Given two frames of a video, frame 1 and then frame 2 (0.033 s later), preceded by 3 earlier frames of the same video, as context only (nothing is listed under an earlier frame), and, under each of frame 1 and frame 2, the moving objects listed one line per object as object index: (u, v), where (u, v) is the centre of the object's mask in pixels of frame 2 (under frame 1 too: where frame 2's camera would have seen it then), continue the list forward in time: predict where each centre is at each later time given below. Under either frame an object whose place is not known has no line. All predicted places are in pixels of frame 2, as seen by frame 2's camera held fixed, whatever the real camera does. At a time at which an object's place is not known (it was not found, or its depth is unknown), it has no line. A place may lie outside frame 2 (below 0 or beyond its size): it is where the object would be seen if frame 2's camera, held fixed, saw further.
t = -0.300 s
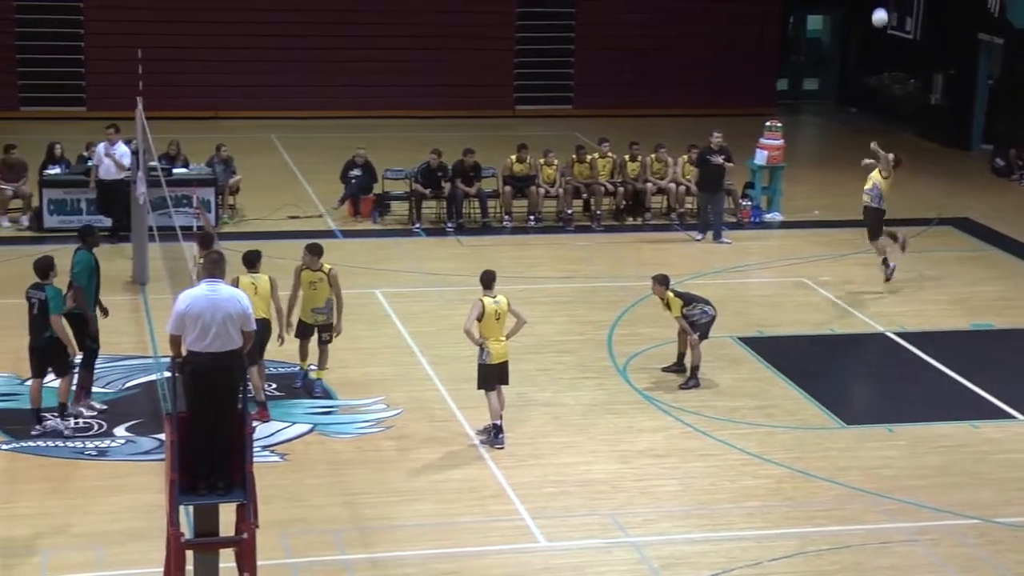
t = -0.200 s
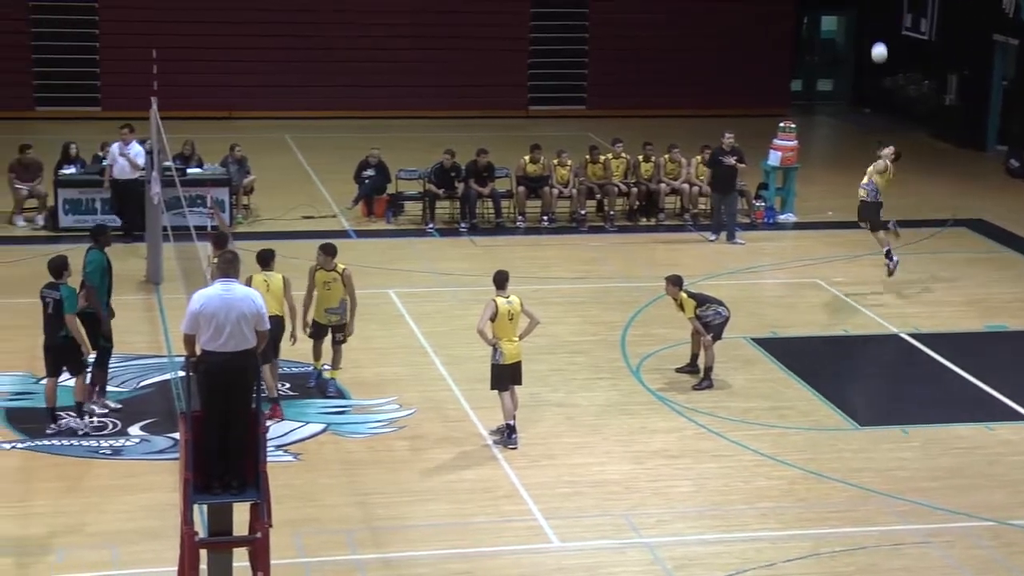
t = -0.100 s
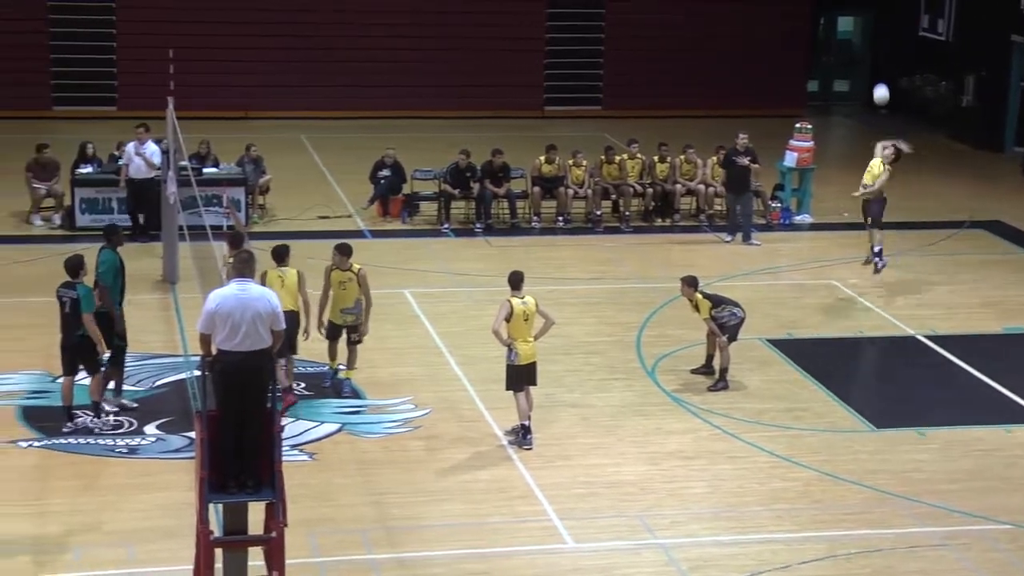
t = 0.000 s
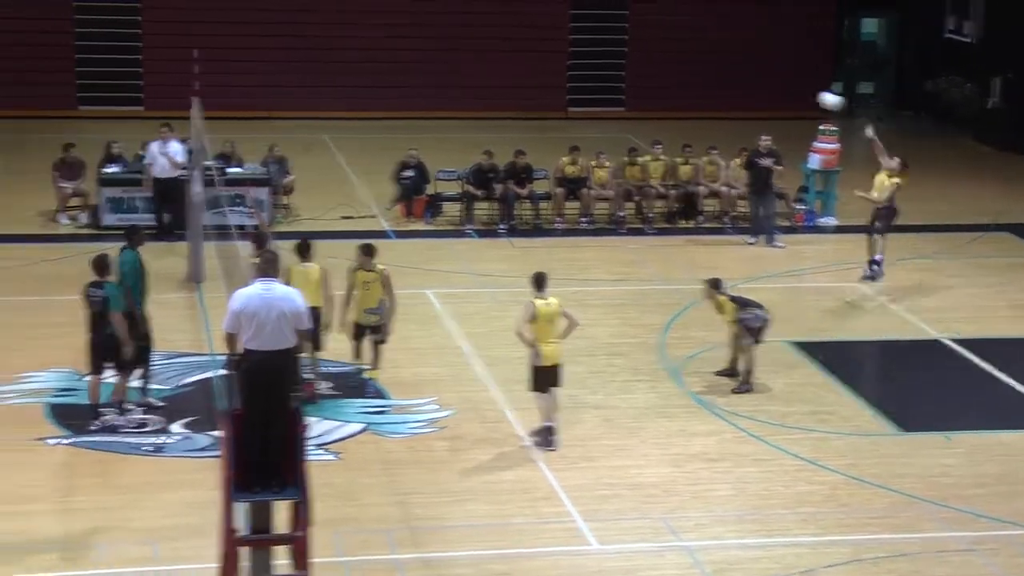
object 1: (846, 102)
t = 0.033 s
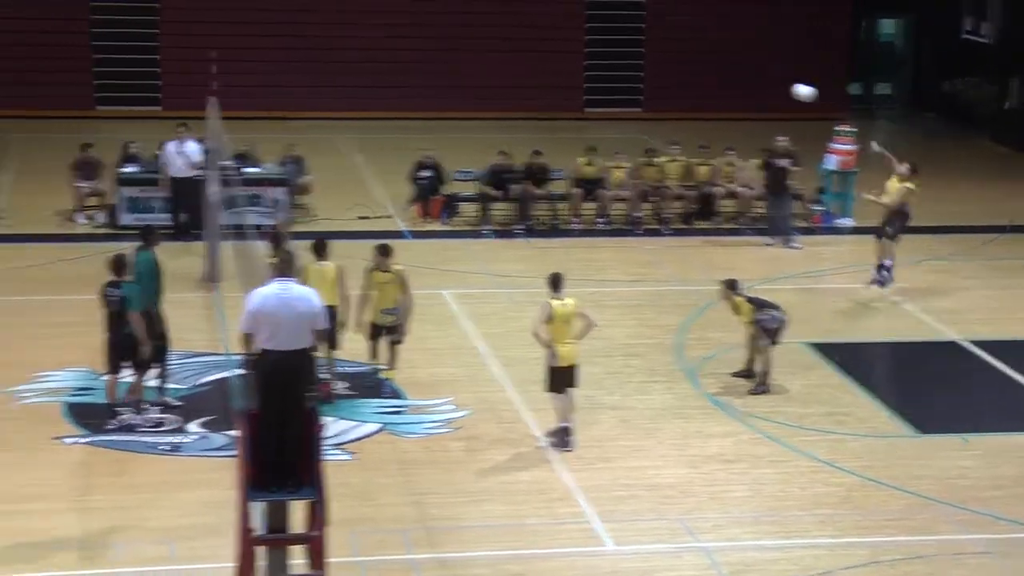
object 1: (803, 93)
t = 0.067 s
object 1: (760, 85)
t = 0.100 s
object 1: (719, 78)
